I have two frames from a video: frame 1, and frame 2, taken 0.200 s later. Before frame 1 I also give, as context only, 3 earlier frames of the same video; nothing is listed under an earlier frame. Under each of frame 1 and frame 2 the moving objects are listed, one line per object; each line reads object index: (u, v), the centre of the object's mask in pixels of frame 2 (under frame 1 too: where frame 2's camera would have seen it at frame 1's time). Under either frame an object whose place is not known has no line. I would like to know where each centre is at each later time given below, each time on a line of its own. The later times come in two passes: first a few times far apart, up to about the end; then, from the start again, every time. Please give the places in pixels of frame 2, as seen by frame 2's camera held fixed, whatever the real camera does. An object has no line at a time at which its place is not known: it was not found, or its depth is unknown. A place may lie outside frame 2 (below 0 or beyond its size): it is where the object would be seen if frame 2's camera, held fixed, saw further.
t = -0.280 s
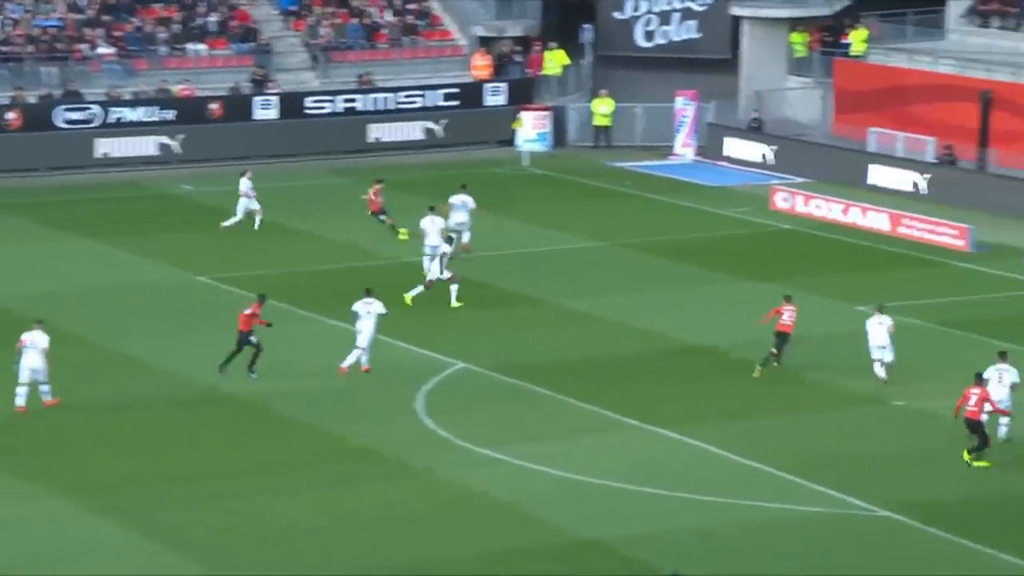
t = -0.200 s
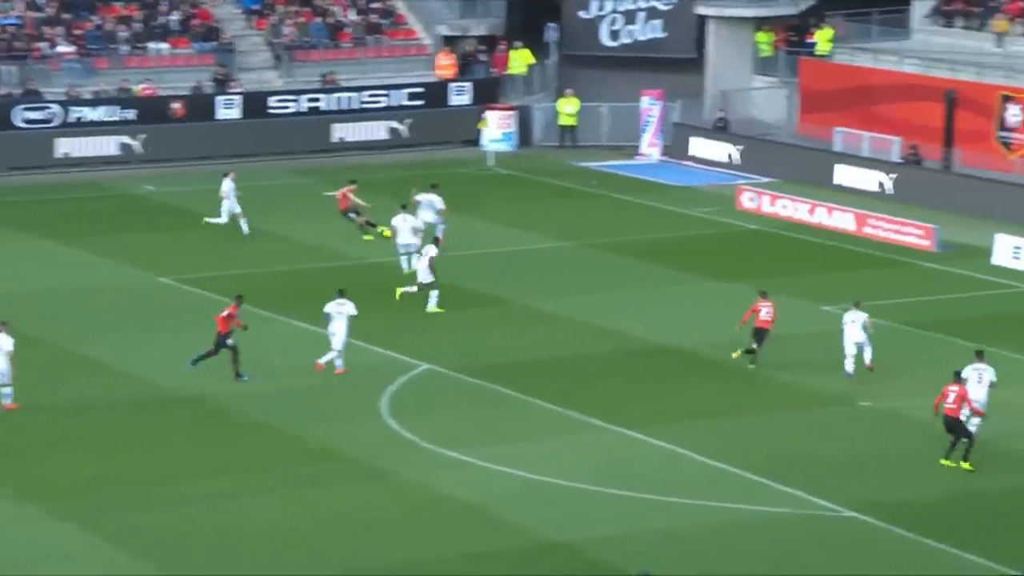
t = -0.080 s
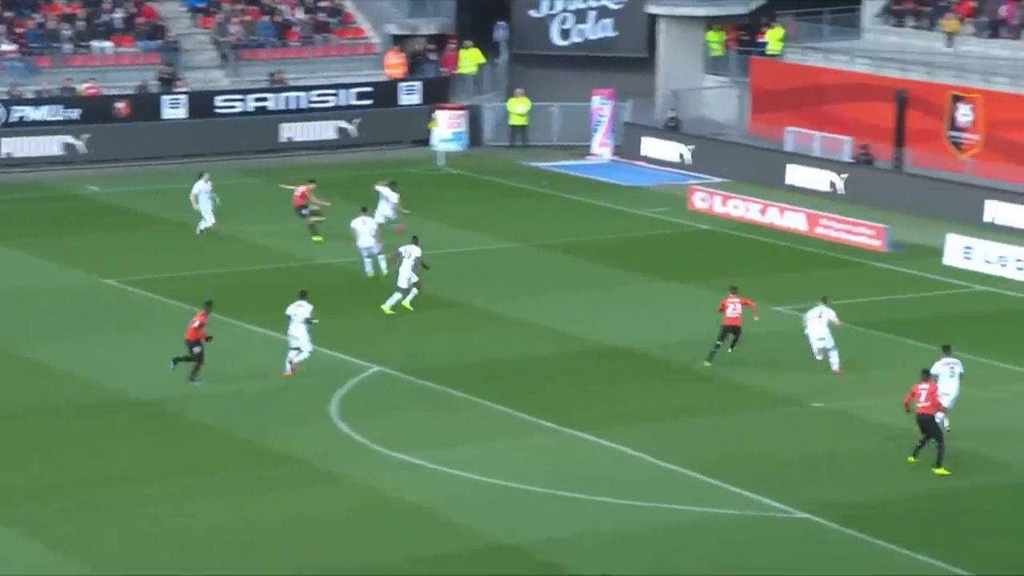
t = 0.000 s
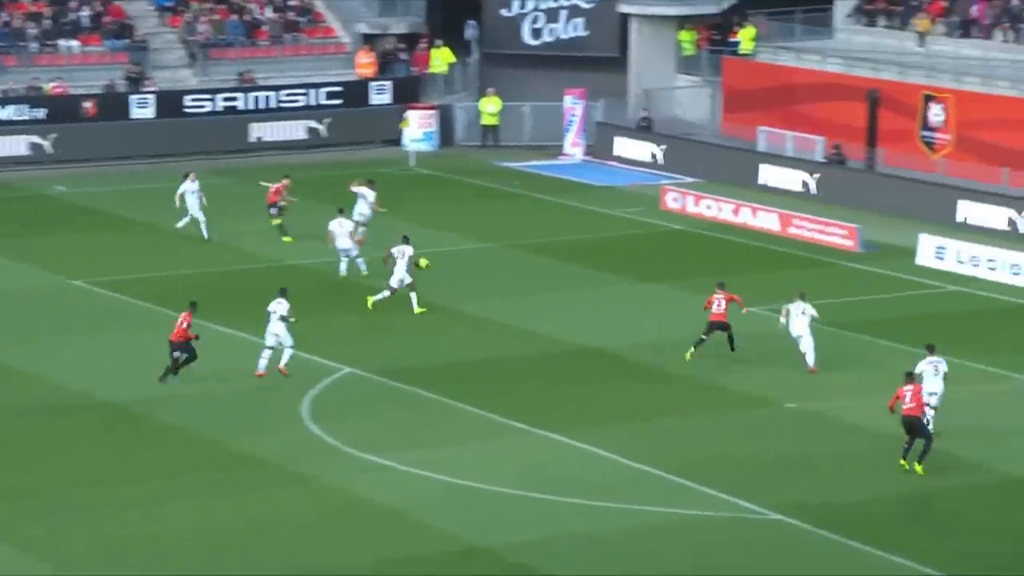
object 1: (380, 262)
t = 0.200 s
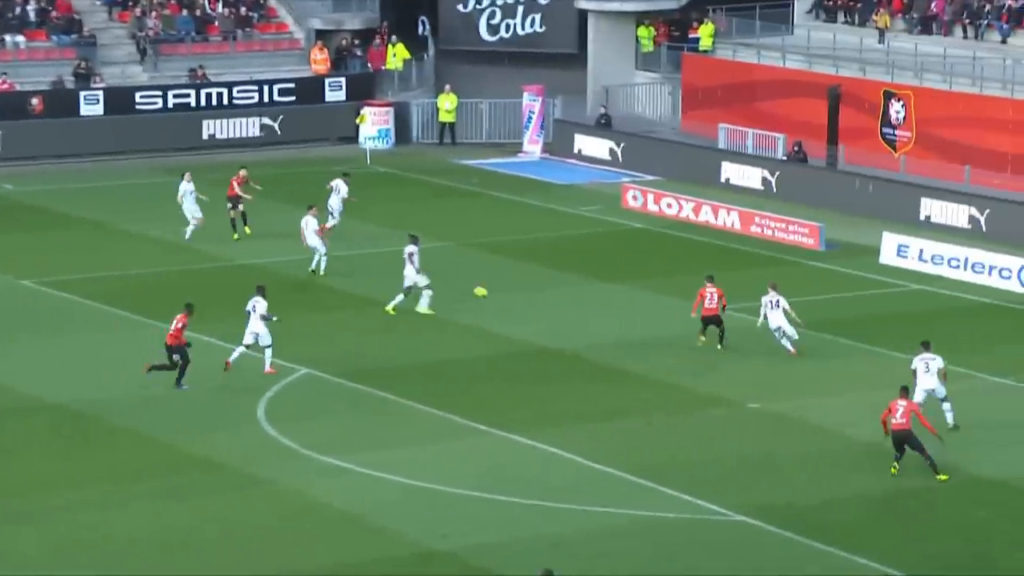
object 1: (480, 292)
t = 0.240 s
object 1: (498, 296)
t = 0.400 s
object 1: (565, 318)
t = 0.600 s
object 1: (637, 340)
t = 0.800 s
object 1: (698, 362)
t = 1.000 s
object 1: (750, 383)
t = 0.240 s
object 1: (498, 296)
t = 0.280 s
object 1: (516, 301)
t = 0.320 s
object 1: (532, 307)
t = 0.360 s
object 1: (549, 313)
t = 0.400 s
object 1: (565, 318)
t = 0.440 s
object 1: (580, 322)
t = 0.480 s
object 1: (595, 327)
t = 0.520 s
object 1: (609, 332)
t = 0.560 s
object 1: (623, 335)
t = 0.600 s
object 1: (637, 340)
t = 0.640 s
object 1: (650, 345)
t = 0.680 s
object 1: (663, 350)
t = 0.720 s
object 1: (675, 353)
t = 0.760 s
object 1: (687, 357)
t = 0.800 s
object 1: (698, 362)
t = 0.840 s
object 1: (710, 368)
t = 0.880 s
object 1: (720, 372)
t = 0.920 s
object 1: (730, 376)
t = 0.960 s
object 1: (740, 380)
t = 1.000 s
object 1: (750, 383)
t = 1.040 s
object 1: (760, 387)
